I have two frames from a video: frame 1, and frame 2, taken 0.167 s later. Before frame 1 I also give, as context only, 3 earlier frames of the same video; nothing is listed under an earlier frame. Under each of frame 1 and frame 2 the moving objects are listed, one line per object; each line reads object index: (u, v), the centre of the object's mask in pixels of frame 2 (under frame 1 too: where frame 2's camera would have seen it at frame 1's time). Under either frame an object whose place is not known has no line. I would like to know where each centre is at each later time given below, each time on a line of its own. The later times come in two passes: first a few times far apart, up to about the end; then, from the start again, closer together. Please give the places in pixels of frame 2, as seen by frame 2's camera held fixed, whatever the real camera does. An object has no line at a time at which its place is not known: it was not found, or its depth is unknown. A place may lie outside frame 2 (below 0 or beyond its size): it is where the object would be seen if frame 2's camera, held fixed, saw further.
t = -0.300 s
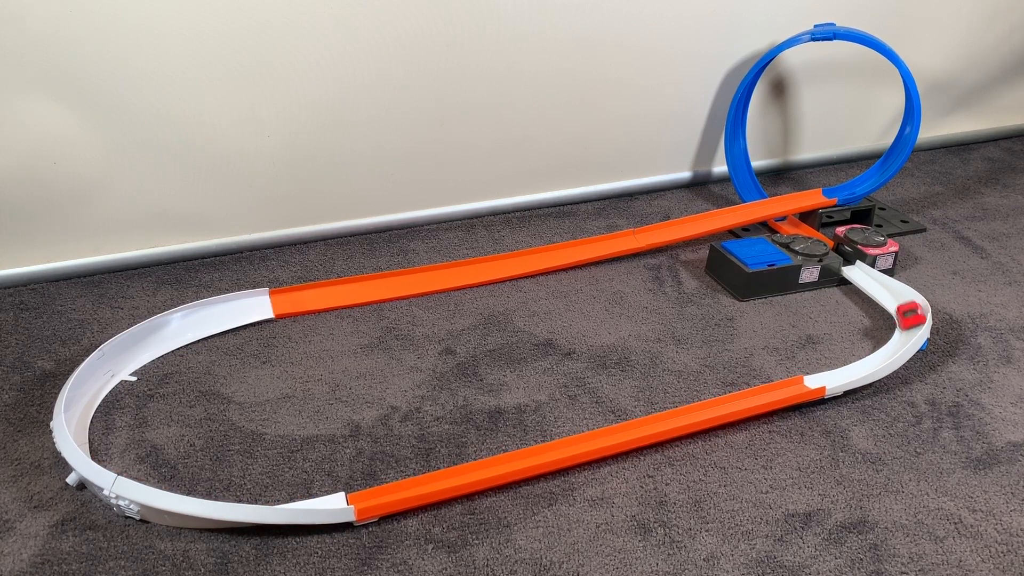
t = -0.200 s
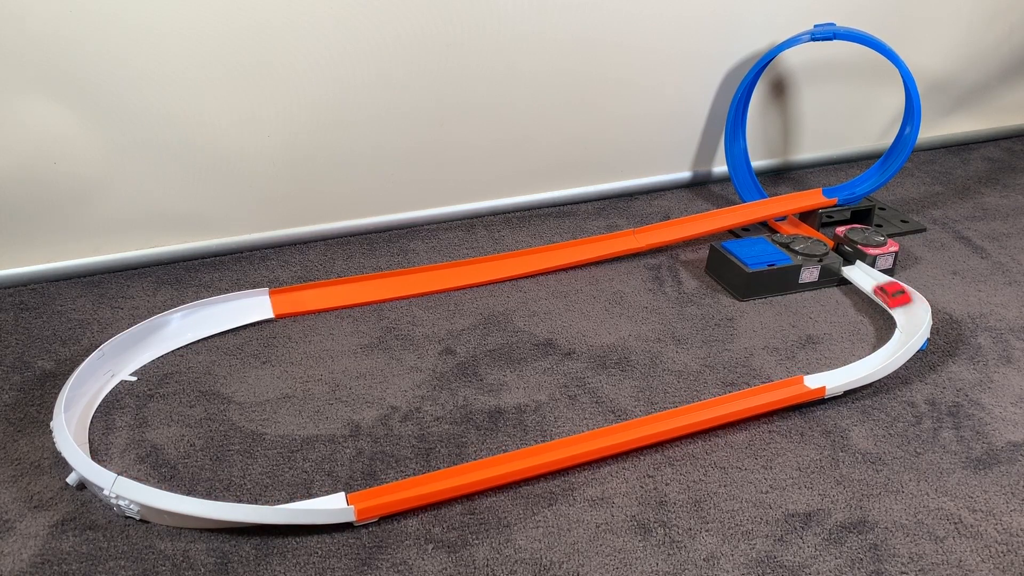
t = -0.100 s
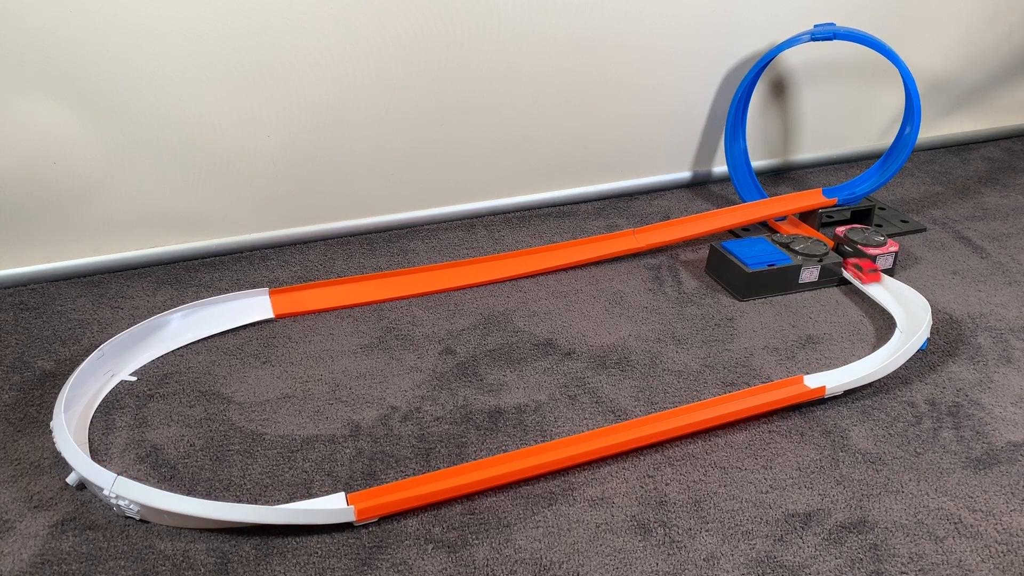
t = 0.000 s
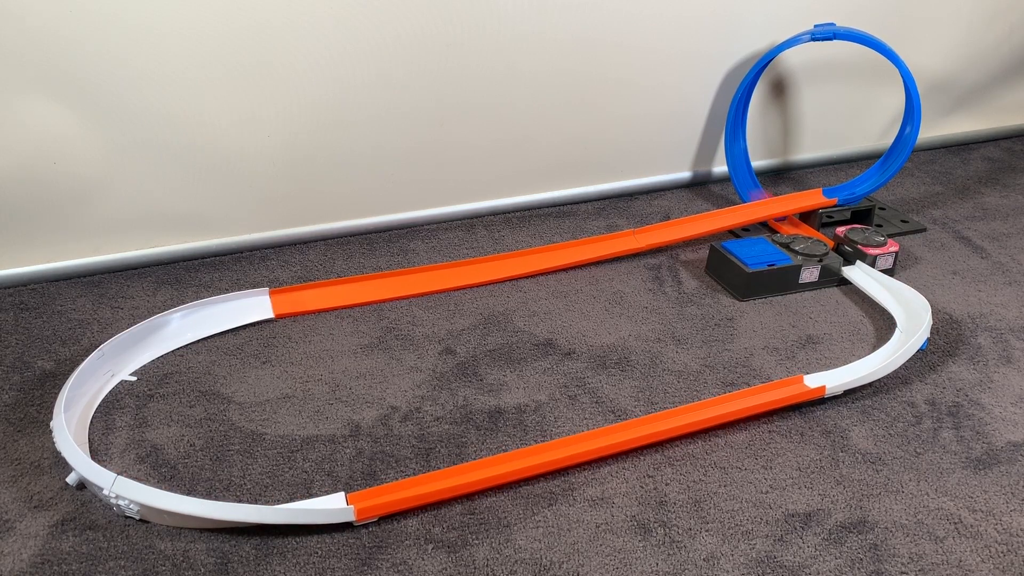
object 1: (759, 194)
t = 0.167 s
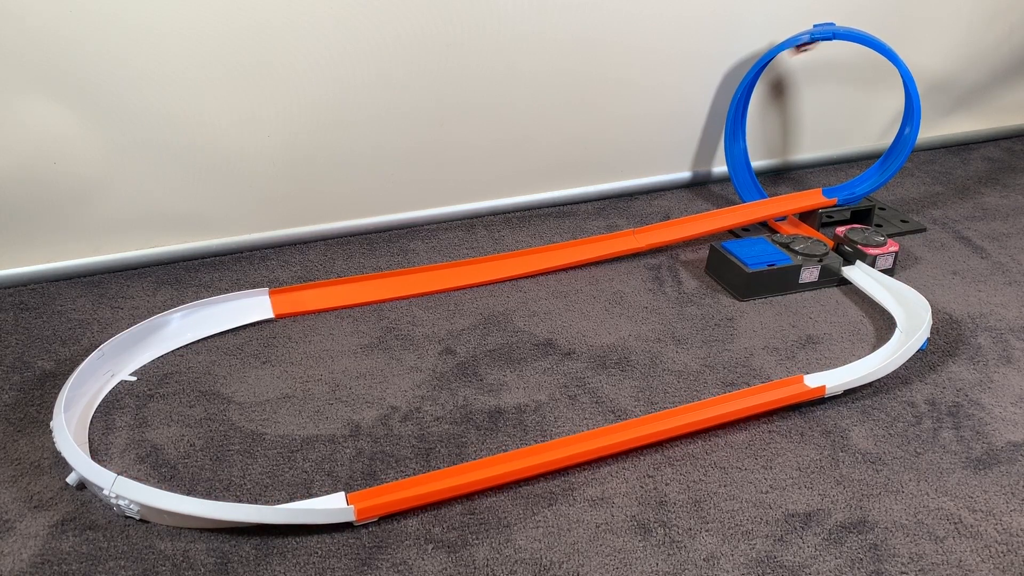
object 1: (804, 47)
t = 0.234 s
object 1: (858, 48)
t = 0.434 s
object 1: (822, 191)
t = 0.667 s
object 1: (531, 260)
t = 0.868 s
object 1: (246, 307)
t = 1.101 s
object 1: (98, 455)
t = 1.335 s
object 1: (375, 491)
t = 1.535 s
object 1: (561, 445)
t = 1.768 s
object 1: (719, 403)
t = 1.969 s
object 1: (813, 379)
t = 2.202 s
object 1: (880, 353)
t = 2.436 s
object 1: (890, 345)
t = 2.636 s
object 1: (883, 352)
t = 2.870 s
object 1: (876, 357)
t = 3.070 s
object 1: (875, 357)
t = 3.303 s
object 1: (874, 357)
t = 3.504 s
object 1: (874, 357)
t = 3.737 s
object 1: (874, 357)
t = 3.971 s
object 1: (874, 357)
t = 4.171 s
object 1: (874, 357)
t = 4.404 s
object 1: (874, 357)
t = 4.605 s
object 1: (874, 357)
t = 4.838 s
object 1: (874, 358)
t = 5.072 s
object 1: (874, 358)
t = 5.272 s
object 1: (874, 358)
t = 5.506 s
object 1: (873, 358)
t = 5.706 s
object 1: (873, 358)
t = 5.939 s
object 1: (873, 358)
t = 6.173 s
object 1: (872, 358)
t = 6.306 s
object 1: (872, 359)
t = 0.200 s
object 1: (830, 44)
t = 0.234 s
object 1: (858, 48)
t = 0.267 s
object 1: (883, 63)
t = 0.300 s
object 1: (901, 87)
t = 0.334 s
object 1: (904, 122)
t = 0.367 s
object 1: (886, 158)
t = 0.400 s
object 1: (858, 182)
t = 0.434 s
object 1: (822, 191)
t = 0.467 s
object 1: (781, 198)
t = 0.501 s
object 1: (743, 210)
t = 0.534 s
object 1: (702, 221)
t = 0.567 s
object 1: (661, 232)
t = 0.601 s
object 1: (619, 242)
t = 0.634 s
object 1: (574, 251)
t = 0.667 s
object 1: (531, 260)
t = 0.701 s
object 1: (487, 269)
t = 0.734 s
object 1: (442, 277)
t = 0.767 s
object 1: (394, 285)
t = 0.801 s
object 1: (346, 293)
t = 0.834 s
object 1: (294, 301)
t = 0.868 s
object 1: (246, 307)
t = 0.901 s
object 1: (200, 318)
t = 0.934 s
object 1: (154, 337)
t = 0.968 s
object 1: (117, 362)
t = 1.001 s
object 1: (91, 387)
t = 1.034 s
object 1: (79, 415)
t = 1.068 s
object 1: (85, 437)
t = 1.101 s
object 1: (98, 455)
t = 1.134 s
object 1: (118, 470)
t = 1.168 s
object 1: (158, 485)
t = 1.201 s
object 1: (206, 495)
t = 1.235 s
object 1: (249, 498)
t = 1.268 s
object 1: (294, 499)
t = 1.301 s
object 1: (341, 496)
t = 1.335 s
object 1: (375, 491)
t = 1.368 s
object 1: (412, 482)
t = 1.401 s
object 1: (445, 474)
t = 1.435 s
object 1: (476, 466)
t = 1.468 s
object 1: (505, 459)
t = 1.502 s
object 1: (534, 451)
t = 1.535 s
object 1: (561, 445)
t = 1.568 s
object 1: (587, 438)
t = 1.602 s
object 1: (612, 432)
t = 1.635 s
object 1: (635, 425)
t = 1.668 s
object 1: (658, 419)
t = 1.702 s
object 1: (679, 414)
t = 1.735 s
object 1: (700, 409)
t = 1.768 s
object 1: (719, 403)
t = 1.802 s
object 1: (737, 399)
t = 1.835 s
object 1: (755, 394)
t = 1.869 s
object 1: (772, 389)
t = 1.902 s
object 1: (785, 386)
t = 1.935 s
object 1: (800, 382)
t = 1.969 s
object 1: (813, 379)
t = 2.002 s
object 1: (827, 376)
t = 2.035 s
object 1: (840, 372)
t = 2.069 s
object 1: (850, 368)
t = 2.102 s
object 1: (860, 364)
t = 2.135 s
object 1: (868, 360)
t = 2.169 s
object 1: (876, 356)
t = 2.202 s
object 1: (880, 353)
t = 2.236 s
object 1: (884, 350)
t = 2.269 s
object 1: (887, 348)
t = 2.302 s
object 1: (889, 347)
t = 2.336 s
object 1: (890, 345)
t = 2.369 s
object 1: (891, 345)
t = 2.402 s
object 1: (891, 345)
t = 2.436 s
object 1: (890, 345)
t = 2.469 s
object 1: (890, 346)
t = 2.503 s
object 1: (889, 347)
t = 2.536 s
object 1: (888, 348)
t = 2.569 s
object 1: (886, 349)
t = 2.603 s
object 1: (885, 350)
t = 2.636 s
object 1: (883, 352)
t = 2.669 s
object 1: (881, 353)
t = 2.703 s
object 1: (880, 354)
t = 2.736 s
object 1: (879, 355)
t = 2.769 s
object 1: (878, 355)
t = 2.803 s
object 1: (877, 356)
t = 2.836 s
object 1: (876, 356)
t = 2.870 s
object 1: (876, 357)
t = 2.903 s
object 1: (875, 357)
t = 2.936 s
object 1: (875, 357)
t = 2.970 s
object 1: (875, 357)
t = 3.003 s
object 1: (875, 357)
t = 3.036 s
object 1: (875, 357)
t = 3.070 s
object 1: (875, 357)
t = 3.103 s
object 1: (875, 357)
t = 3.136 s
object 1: (875, 357)
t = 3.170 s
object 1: (875, 357)
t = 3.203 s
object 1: (875, 357)
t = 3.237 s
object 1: (875, 357)
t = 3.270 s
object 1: (875, 357)
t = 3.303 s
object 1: (874, 357)
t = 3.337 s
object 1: (874, 357)
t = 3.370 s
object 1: (874, 357)
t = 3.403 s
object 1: (874, 357)
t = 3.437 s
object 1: (874, 357)
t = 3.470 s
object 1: (874, 357)
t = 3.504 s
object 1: (874, 357)
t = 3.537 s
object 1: (874, 357)
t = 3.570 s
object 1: (874, 357)
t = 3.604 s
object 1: (874, 357)
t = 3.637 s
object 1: (874, 357)
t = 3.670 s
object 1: (874, 357)
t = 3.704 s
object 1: (874, 357)
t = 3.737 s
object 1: (874, 357)
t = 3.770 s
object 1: (874, 357)
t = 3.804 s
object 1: (874, 357)
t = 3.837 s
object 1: (874, 357)
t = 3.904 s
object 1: (874, 357)
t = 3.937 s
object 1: (874, 357)
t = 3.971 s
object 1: (874, 357)
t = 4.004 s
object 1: (874, 357)
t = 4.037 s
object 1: (874, 357)
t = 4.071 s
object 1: (874, 357)
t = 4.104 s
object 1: (874, 357)
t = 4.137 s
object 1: (874, 357)
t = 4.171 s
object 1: (874, 357)
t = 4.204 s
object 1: (874, 357)
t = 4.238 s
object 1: (874, 357)
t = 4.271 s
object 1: (874, 357)
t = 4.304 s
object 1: (874, 357)
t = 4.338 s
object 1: (874, 357)
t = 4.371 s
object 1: (874, 357)
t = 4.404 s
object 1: (874, 357)
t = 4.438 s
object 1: (874, 357)
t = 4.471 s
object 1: (874, 357)
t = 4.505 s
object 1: (874, 357)
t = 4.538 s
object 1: (874, 357)
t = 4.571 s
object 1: (874, 357)
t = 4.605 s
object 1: (874, 357)
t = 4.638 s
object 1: (874, 357)
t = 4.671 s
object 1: (874, 357)
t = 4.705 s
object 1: (874, 357)
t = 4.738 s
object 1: (874, 357)
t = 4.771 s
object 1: (874, 357)
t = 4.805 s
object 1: (874, 358)
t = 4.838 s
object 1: (874, 358)
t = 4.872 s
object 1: (874, 358)
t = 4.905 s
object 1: (874, 358)
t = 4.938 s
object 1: (874, 358)
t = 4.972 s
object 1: (874, 358)
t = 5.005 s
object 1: (874, 358)
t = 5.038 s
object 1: (874, 358)
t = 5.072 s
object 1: (874, 358)
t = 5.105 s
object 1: (874, 358)
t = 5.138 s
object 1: (874, 358)
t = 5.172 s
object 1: (874, 358)
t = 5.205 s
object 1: (874, 358)
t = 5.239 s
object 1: (874, 358)
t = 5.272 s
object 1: (874, 358)
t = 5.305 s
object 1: (874, 358)
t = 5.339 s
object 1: (874, 358)
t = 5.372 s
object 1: (874, 358)
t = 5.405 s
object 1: (874, 358)
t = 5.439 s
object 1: (874, 358)
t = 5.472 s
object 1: (873, 358)
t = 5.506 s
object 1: (873, 358)
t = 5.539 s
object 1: (873, 358)
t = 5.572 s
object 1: (873, 358)
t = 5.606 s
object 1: (873, 358)
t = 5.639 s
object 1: (873, 358)
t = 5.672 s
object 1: (873, 358)
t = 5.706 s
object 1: (873, 358)
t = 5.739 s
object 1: (873, 358)
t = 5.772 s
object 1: (873, 358)
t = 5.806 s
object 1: (873, 358)
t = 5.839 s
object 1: (873, 358)
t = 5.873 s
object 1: (873, 358)
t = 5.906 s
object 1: (873, 358)
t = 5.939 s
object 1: (873, 358)
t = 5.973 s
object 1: (873, 358)
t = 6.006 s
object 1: (873, 358)
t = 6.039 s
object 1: (873, 358)
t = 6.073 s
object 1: (872, 358)
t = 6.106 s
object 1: (873, 358)
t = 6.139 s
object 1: (872, 358)
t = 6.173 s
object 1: (872, 358)
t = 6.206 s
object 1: (872, 358)
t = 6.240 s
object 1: (872, 359)
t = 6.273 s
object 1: (872, 359)
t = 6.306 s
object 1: (872, 359)
